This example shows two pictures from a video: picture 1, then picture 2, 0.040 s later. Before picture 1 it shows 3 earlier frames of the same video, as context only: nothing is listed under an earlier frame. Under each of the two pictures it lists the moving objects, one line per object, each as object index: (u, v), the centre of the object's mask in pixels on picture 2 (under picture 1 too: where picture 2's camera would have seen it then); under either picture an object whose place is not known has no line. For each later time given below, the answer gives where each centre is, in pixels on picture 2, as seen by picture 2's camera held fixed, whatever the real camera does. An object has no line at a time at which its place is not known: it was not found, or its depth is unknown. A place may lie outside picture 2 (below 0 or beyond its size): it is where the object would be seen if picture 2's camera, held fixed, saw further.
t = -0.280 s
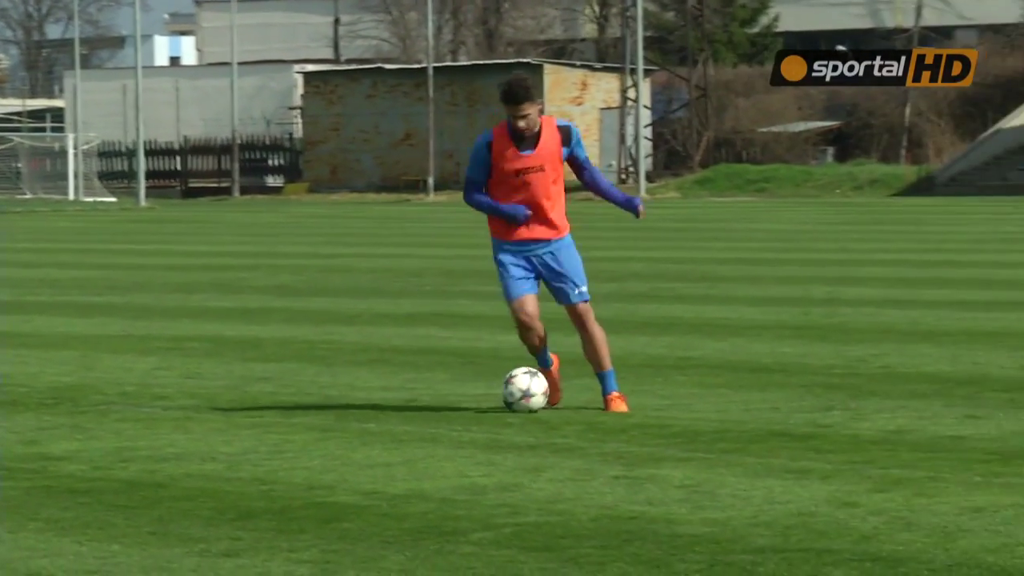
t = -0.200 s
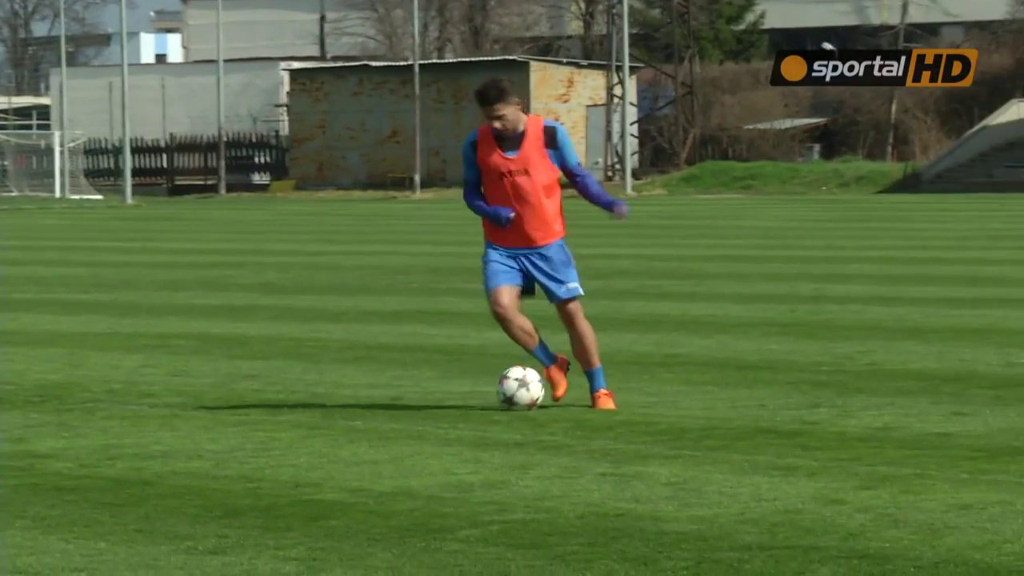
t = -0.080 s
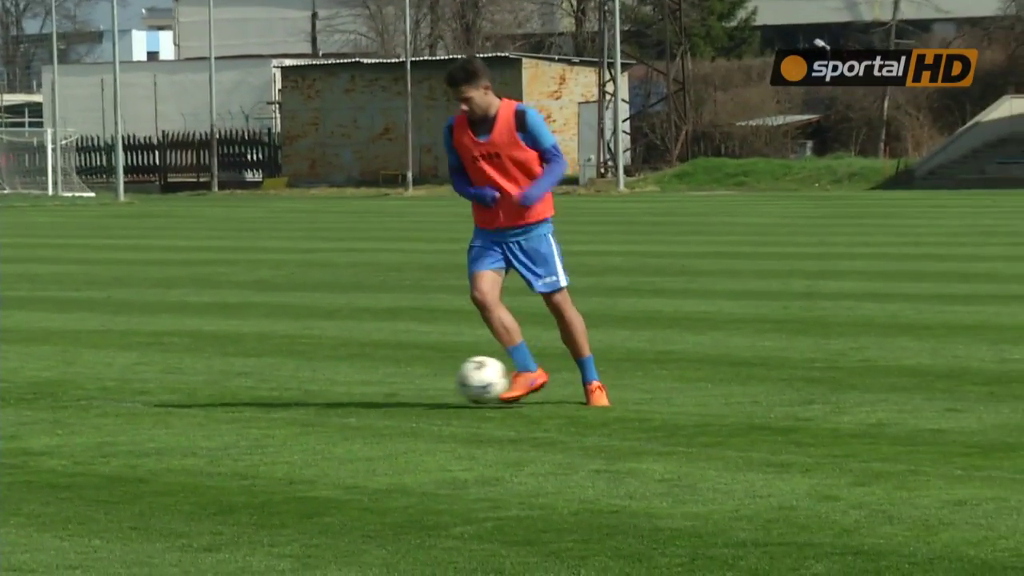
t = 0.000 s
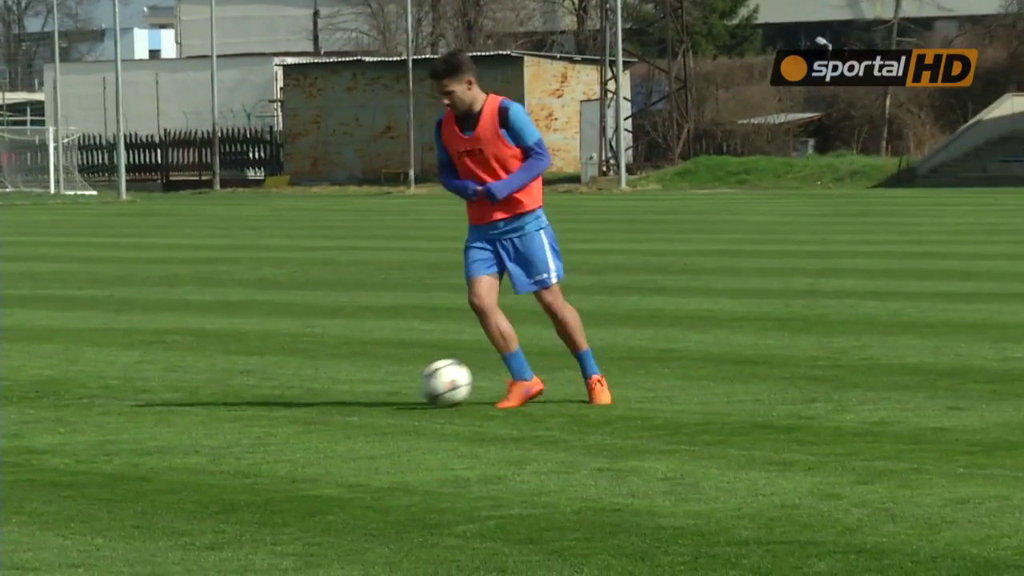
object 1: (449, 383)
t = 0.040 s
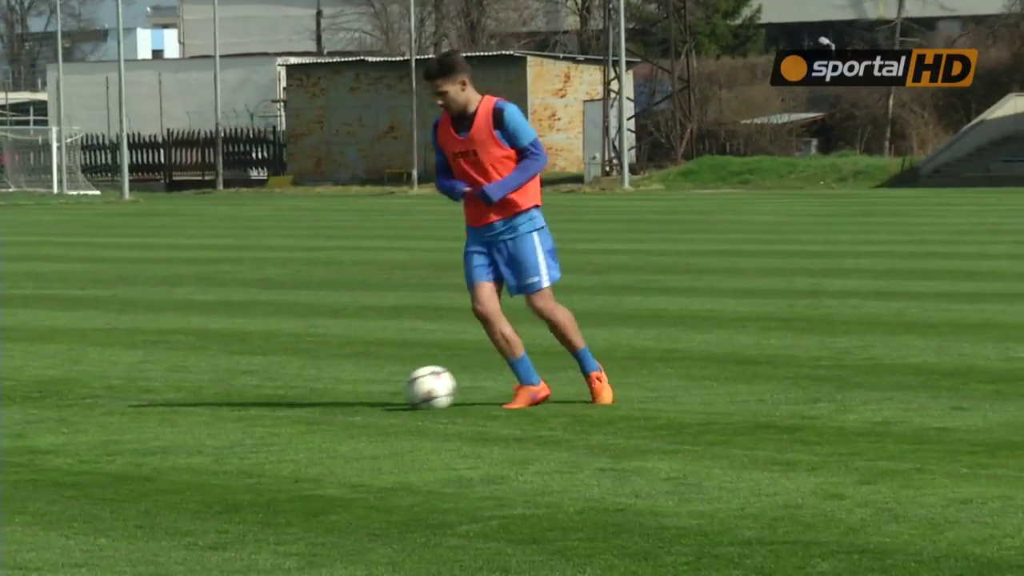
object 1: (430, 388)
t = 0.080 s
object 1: (418, 388)
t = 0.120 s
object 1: (409, 387)
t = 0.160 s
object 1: (400, 388)
